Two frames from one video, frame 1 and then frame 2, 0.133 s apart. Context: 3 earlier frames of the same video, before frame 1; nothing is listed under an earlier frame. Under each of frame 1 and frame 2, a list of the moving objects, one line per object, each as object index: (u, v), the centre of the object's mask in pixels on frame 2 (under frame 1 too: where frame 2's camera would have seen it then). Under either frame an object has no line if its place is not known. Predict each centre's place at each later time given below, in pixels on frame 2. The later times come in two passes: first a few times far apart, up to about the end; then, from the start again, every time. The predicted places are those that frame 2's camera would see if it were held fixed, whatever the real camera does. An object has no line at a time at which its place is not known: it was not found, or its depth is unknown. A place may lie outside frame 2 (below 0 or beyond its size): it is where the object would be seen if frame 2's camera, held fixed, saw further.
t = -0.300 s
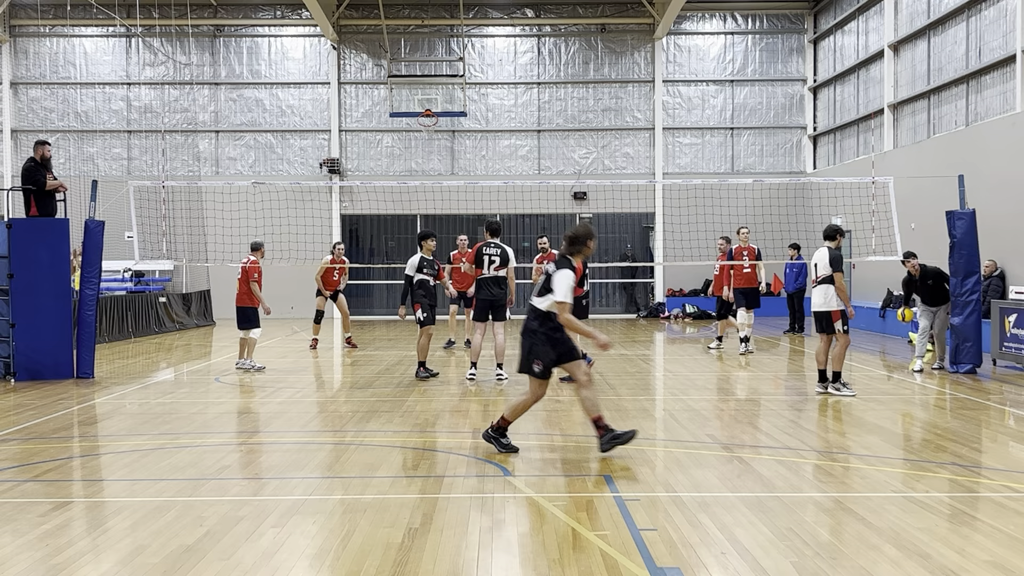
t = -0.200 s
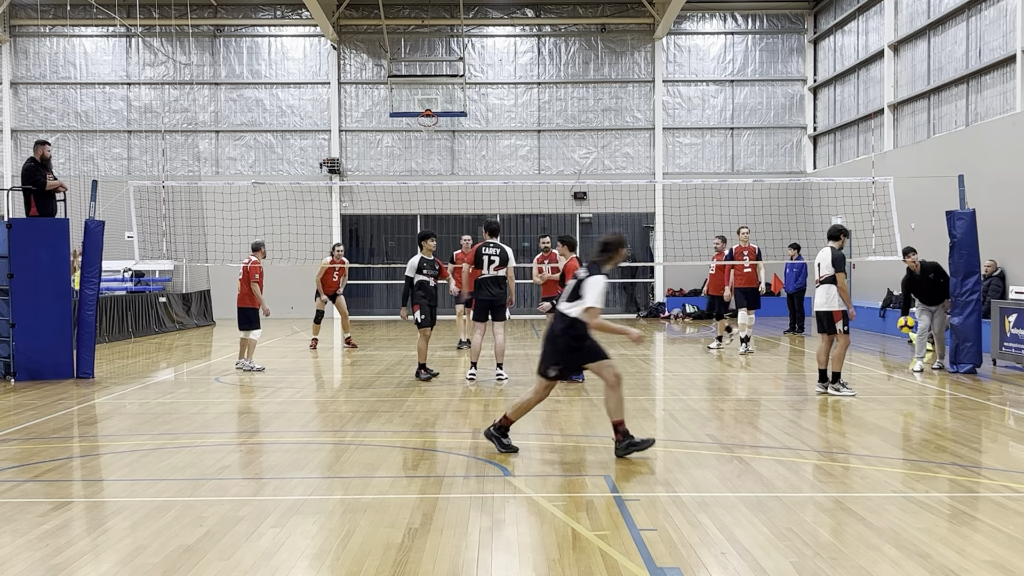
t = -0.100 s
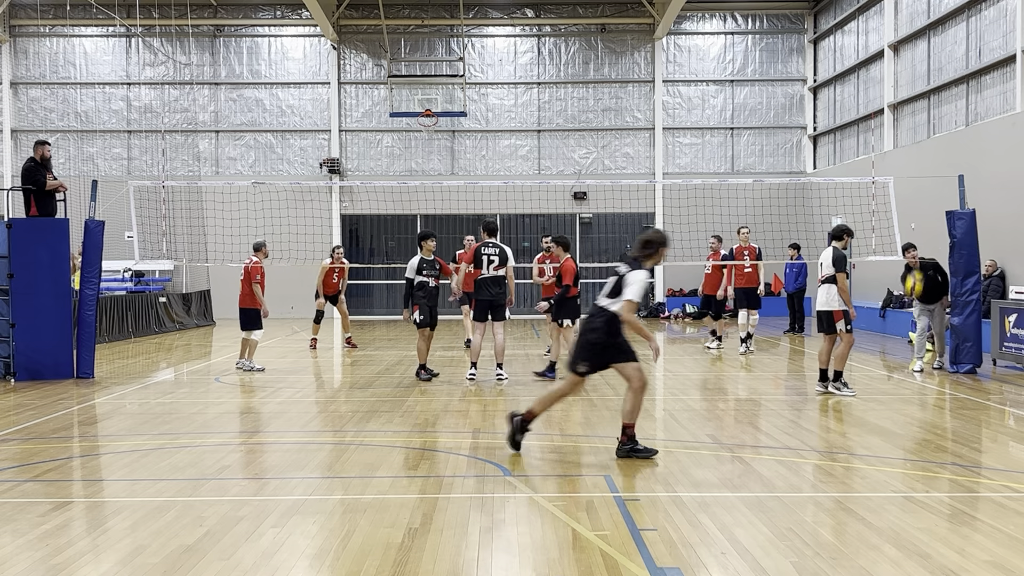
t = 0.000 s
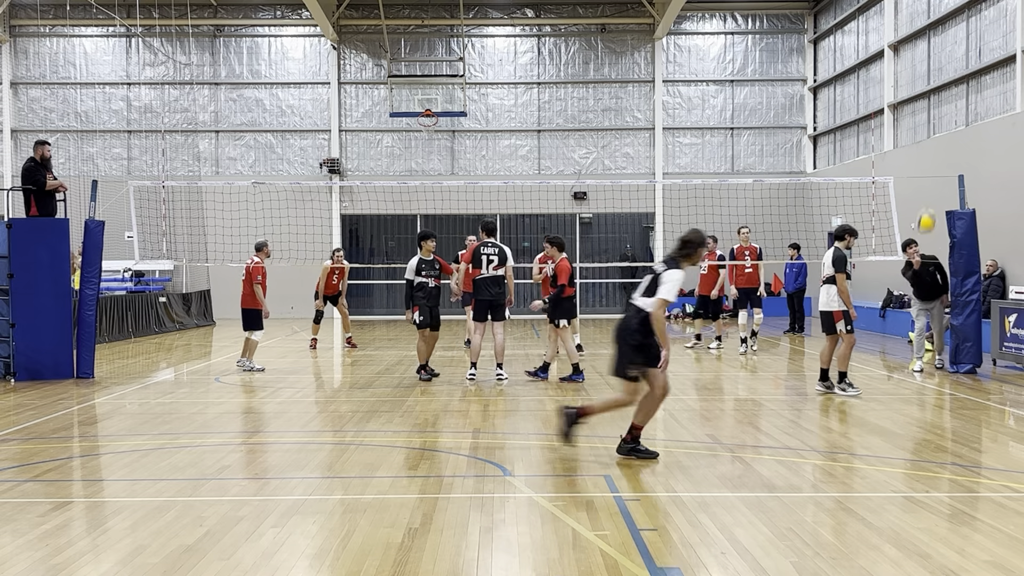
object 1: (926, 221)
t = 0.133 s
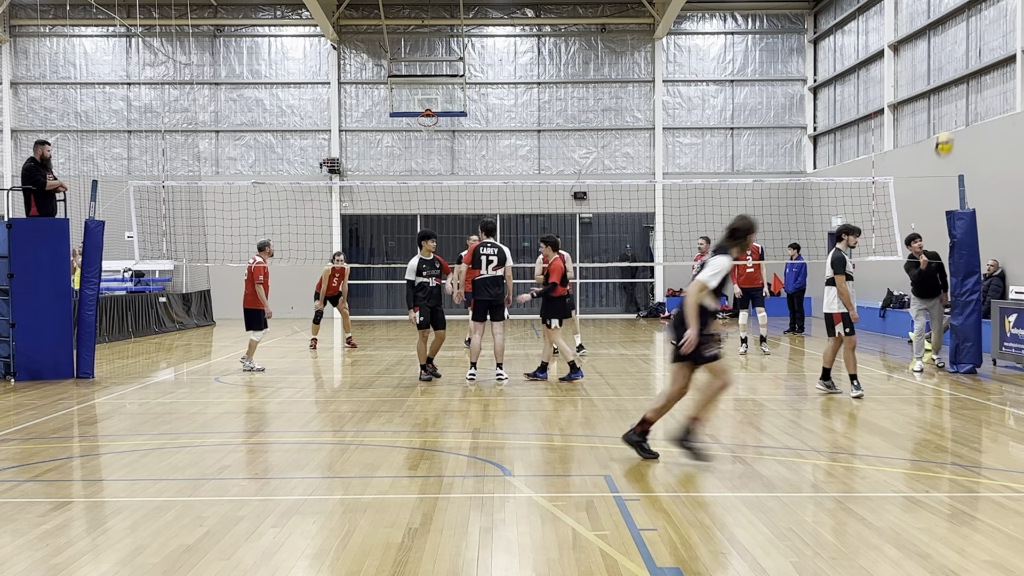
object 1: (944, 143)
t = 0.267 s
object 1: (962, 78)
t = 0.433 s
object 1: (993, 10)
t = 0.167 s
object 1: (948, 126)
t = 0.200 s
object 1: (953, 110)
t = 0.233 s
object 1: (958, 92)
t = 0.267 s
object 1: (962, 78)
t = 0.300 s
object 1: (969, 63)
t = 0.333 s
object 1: (974, 47)
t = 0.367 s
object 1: (980, 36)
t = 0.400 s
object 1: (986, 22)
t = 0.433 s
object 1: (993, 10)
